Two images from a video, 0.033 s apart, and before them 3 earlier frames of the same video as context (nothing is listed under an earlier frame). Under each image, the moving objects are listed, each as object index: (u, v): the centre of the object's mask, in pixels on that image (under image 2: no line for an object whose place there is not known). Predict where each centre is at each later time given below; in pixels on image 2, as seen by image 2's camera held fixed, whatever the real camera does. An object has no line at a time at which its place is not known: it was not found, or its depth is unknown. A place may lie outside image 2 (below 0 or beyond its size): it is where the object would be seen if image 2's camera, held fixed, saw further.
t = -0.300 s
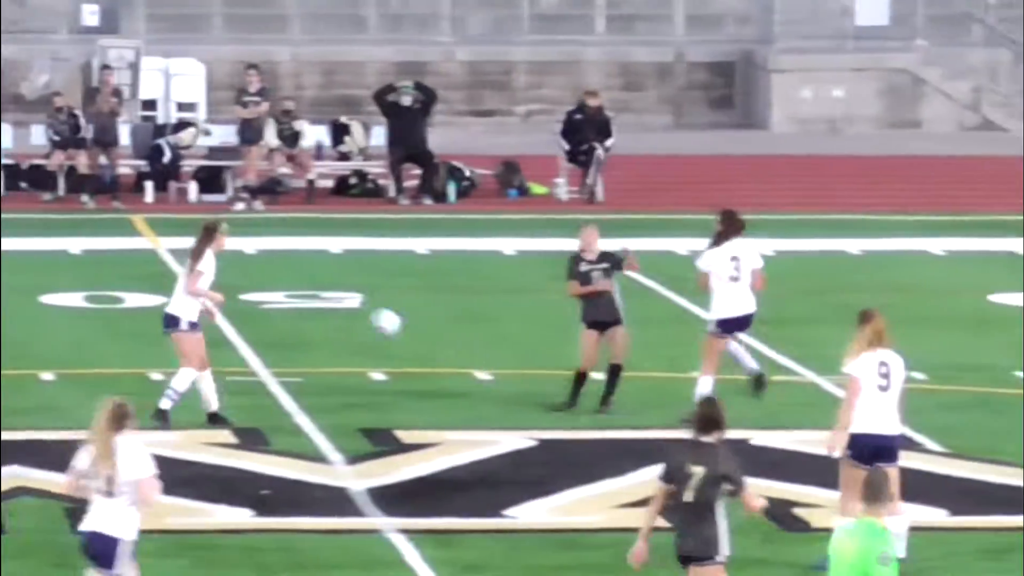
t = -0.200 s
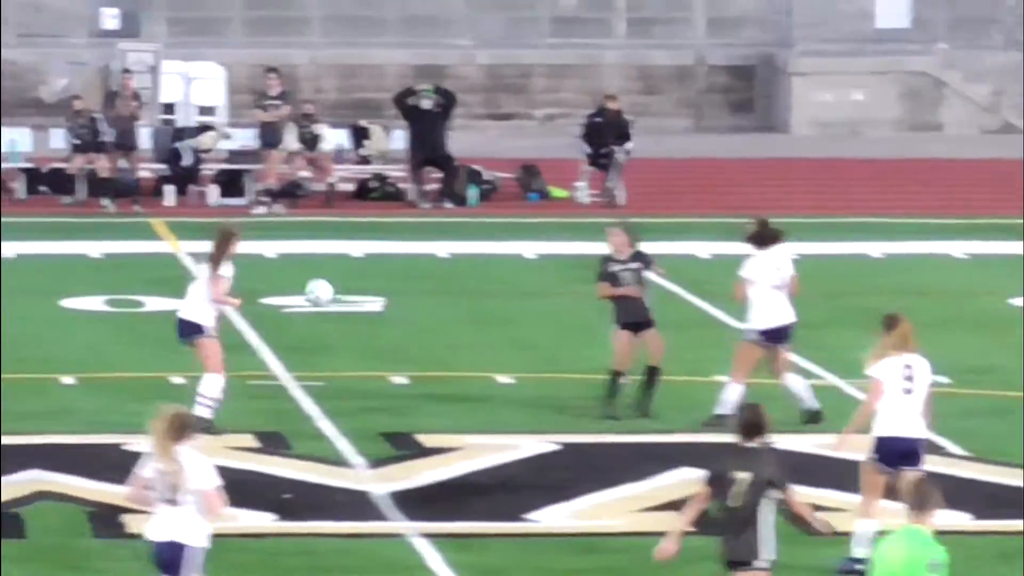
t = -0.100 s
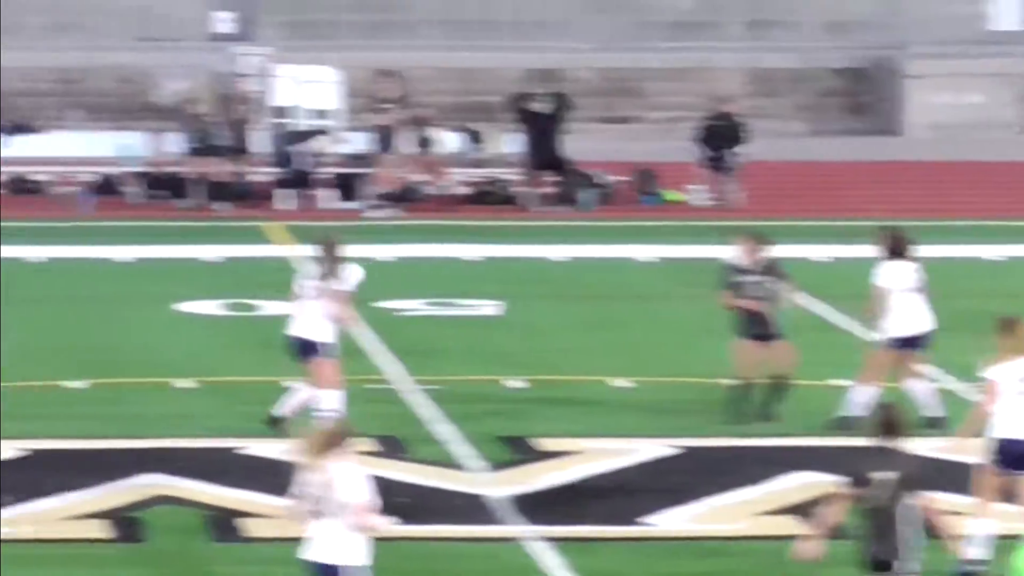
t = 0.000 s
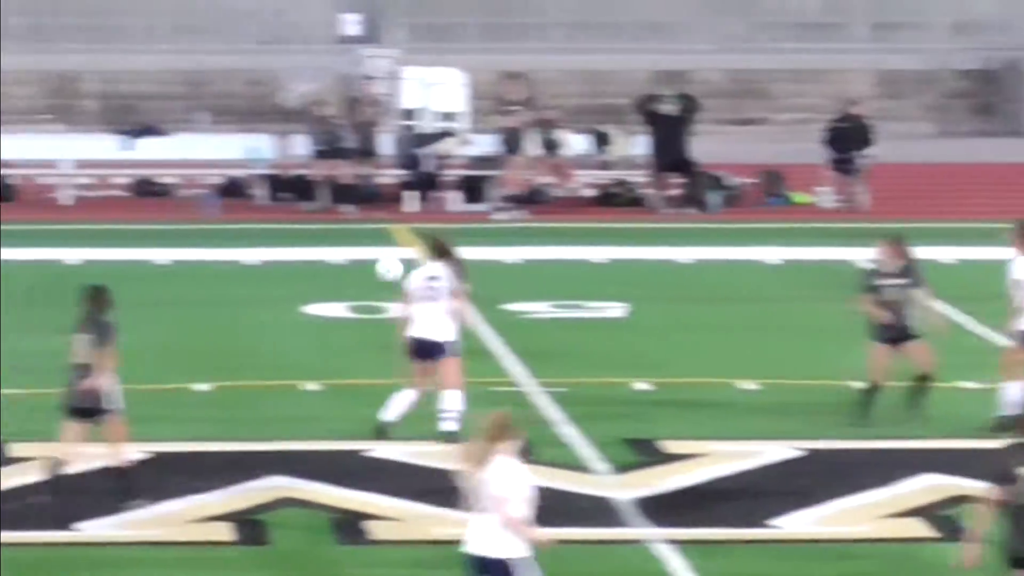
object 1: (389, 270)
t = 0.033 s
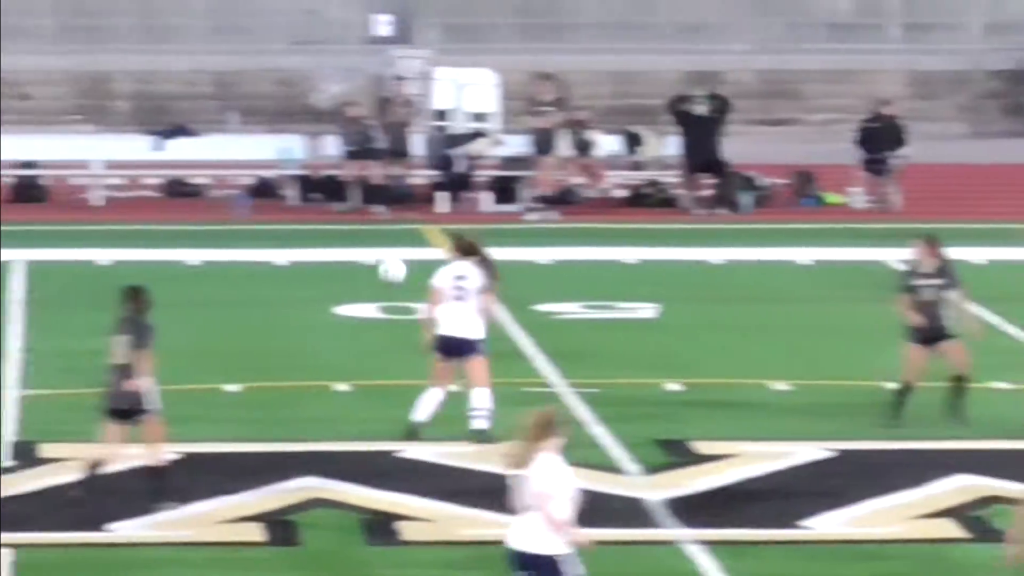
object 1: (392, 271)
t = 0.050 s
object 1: (379, 271)
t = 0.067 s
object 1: (366, 272)
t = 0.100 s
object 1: (339, 275)
